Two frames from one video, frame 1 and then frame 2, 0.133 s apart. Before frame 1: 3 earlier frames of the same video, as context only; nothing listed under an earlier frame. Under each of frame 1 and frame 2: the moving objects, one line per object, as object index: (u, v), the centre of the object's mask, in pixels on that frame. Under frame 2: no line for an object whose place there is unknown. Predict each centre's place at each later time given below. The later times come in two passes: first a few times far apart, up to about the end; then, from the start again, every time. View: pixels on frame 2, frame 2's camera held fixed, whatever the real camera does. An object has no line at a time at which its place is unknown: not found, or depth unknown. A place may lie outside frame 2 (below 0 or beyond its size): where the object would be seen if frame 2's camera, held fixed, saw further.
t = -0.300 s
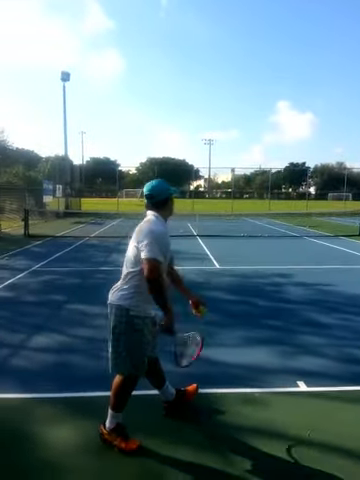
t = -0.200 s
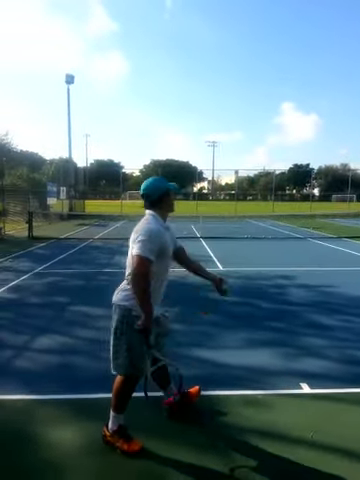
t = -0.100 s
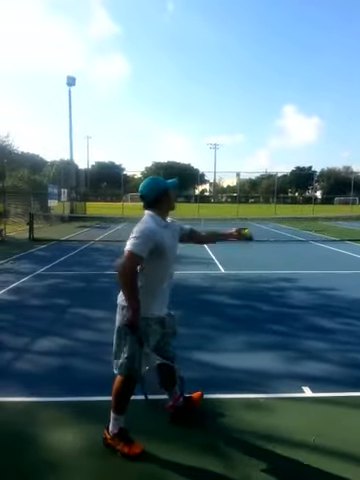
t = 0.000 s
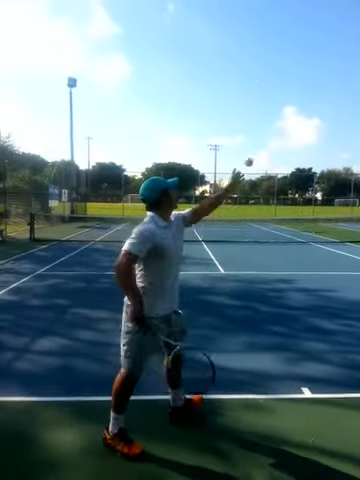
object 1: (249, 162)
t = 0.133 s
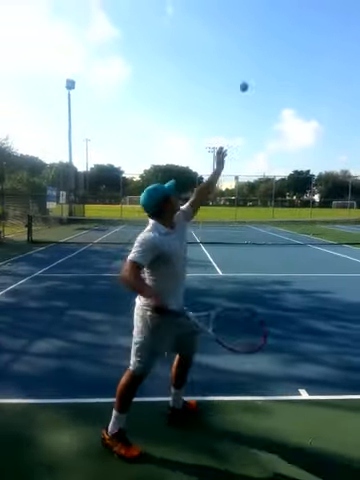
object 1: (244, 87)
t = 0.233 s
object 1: (241, 46)
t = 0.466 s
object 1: (232, 9)
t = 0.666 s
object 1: (225, 44)
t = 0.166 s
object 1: (243, 71)
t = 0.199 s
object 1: (242, 58)
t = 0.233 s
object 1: (241, 46)
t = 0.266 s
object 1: (240, 35)
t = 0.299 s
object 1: (238, 27)
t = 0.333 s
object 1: (238, 20)
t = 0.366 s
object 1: (237, 15)
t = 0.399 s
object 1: (236, 11)
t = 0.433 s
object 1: (234, 8)
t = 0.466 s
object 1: (232, 9)
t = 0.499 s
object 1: (231, 11)
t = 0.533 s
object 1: (230, 14)
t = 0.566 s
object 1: (228, 20)
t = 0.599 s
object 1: (227, 26)
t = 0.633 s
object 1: (227, 34)
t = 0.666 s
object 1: (225, 44)
